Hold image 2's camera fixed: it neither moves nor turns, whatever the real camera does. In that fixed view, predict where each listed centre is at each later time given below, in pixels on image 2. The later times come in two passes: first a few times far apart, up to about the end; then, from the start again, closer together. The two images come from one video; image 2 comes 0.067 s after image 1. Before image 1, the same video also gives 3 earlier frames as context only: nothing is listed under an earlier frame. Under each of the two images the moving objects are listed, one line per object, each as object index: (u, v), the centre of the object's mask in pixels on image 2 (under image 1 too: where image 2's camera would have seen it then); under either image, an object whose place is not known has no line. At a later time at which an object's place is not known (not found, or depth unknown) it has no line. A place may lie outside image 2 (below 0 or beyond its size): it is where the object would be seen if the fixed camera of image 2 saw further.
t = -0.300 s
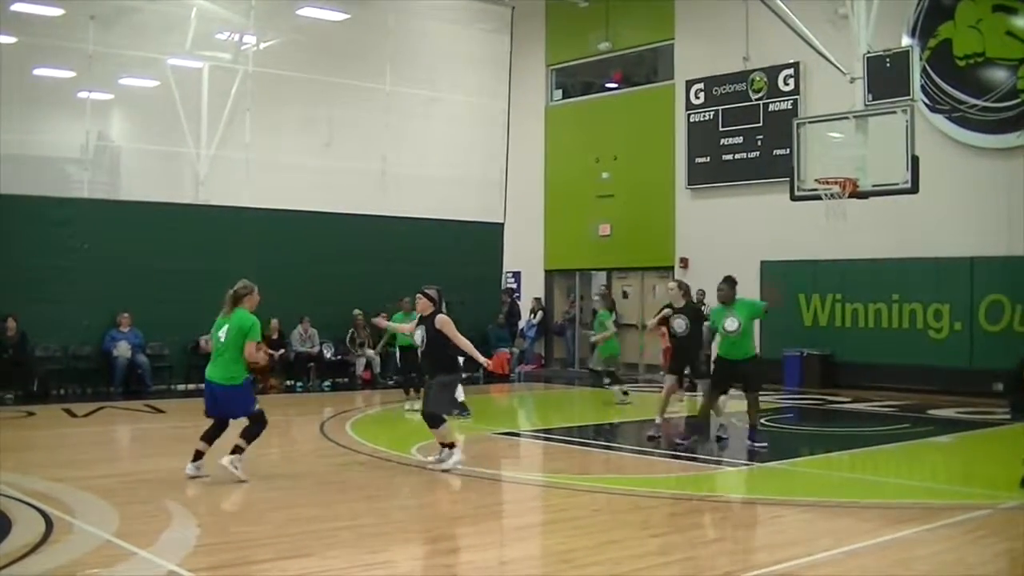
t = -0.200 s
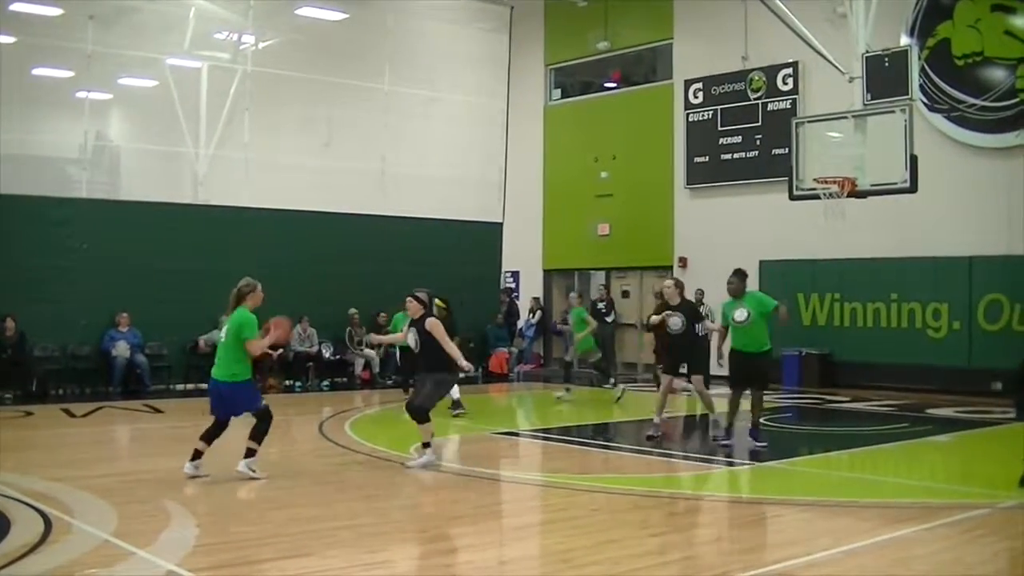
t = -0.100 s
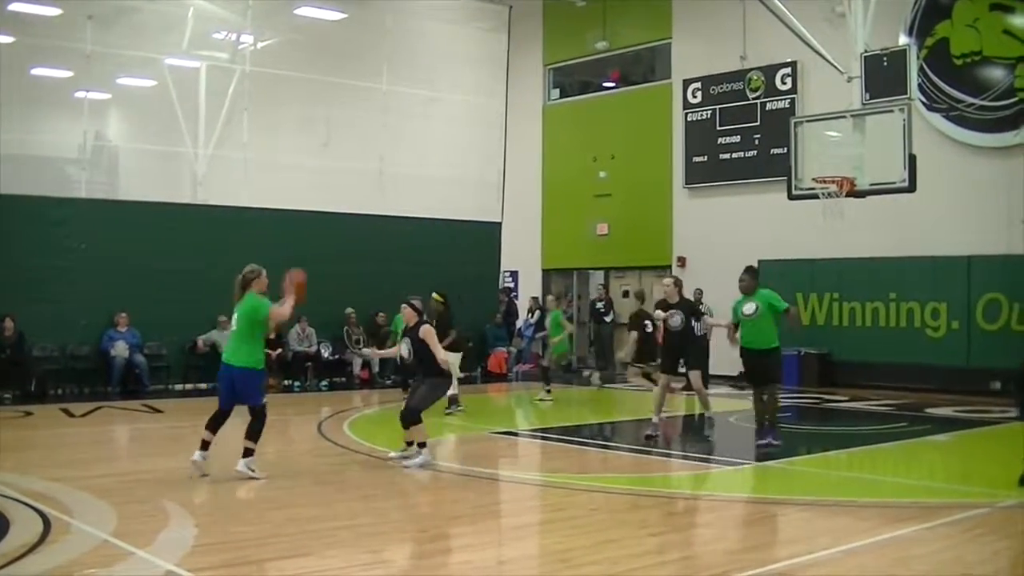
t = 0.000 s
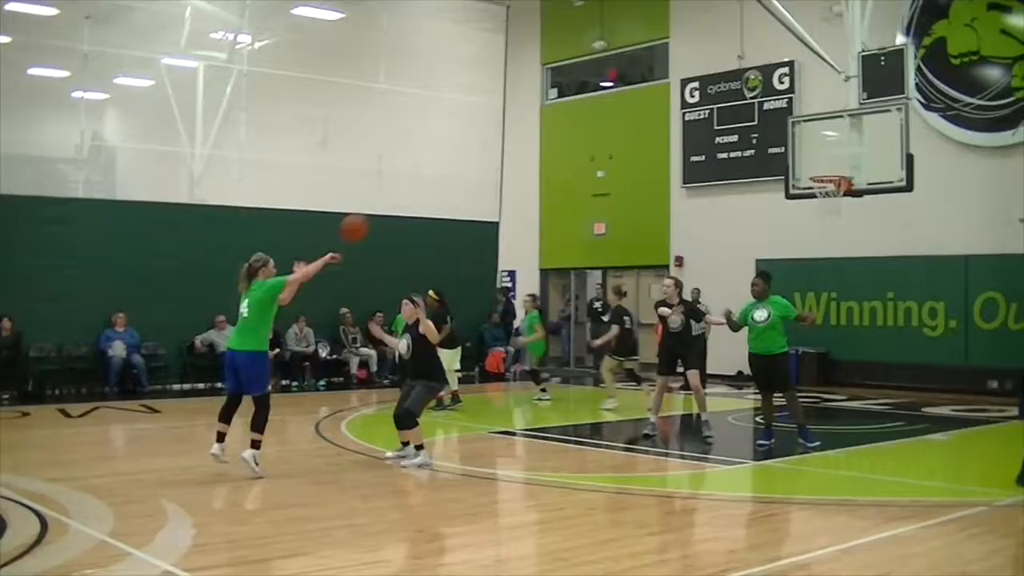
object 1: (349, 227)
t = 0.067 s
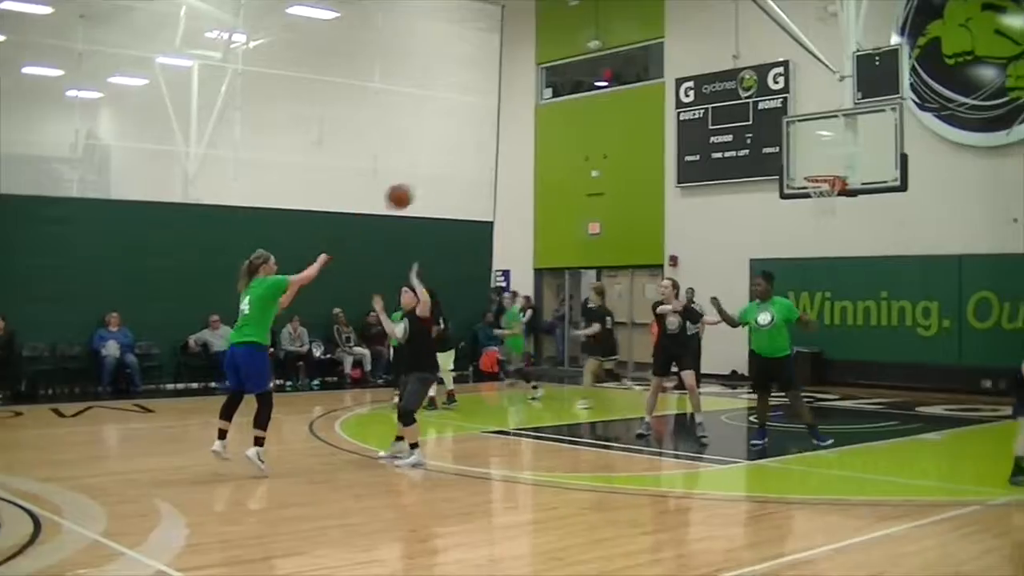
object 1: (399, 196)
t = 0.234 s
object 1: (517, 147)
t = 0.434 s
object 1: (644, 131)
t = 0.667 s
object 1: (777, 159)
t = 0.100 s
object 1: (423, 184)
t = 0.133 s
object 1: (447, 172)
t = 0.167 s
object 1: (472, 162)
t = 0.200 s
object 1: (494, 154)
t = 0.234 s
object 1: (517, 147)
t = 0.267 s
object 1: (539, 142)
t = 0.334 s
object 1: (583, 134)
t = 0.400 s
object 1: (624, 130)
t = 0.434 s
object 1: (644, 131)
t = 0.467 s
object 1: (665, 131)
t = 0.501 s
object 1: (685, 132)
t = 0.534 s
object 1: (703, 136)
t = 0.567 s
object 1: (722, 139)
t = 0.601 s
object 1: (742, 145)
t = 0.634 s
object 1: (762, 153)
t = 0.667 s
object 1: (777, 159)
